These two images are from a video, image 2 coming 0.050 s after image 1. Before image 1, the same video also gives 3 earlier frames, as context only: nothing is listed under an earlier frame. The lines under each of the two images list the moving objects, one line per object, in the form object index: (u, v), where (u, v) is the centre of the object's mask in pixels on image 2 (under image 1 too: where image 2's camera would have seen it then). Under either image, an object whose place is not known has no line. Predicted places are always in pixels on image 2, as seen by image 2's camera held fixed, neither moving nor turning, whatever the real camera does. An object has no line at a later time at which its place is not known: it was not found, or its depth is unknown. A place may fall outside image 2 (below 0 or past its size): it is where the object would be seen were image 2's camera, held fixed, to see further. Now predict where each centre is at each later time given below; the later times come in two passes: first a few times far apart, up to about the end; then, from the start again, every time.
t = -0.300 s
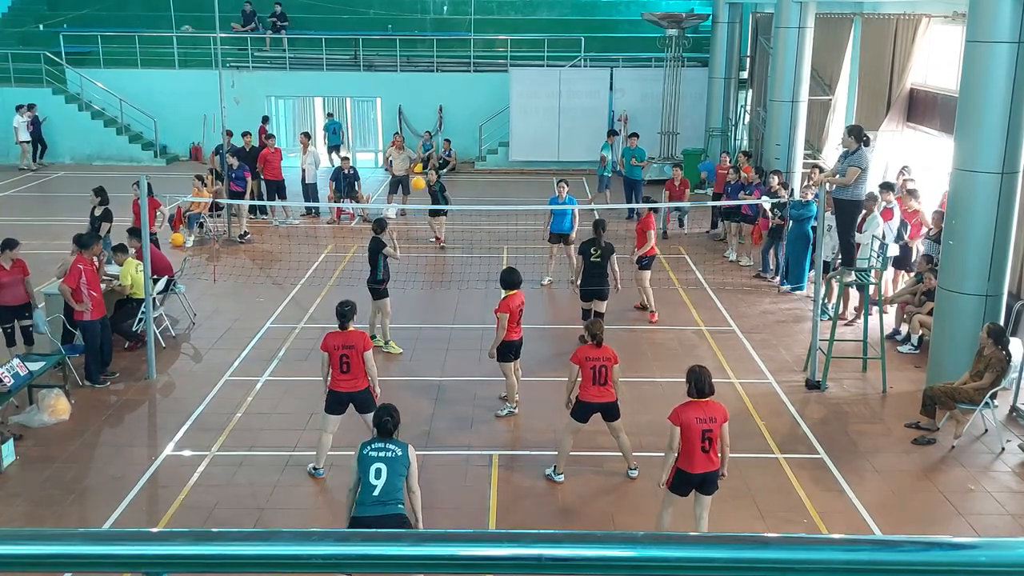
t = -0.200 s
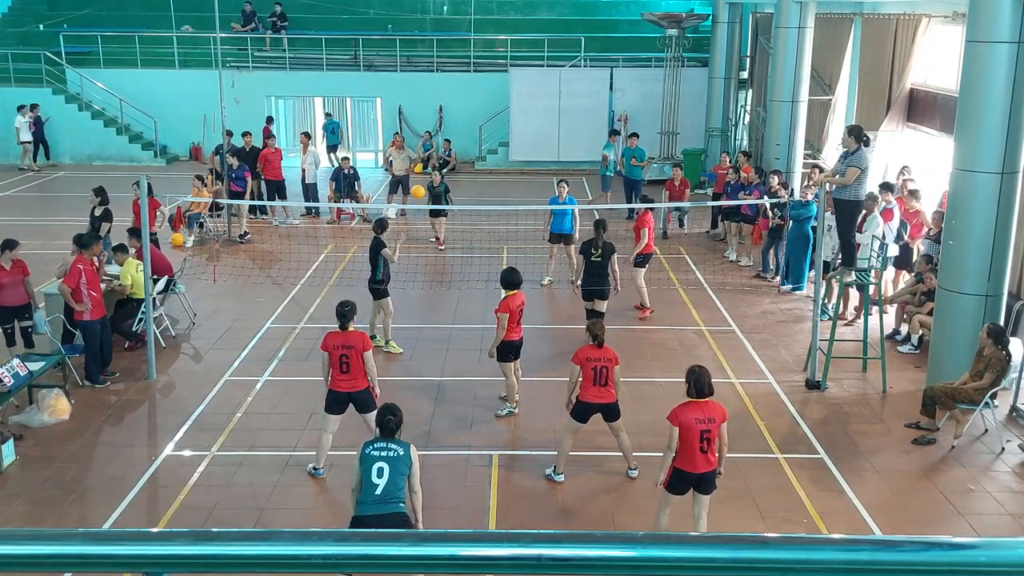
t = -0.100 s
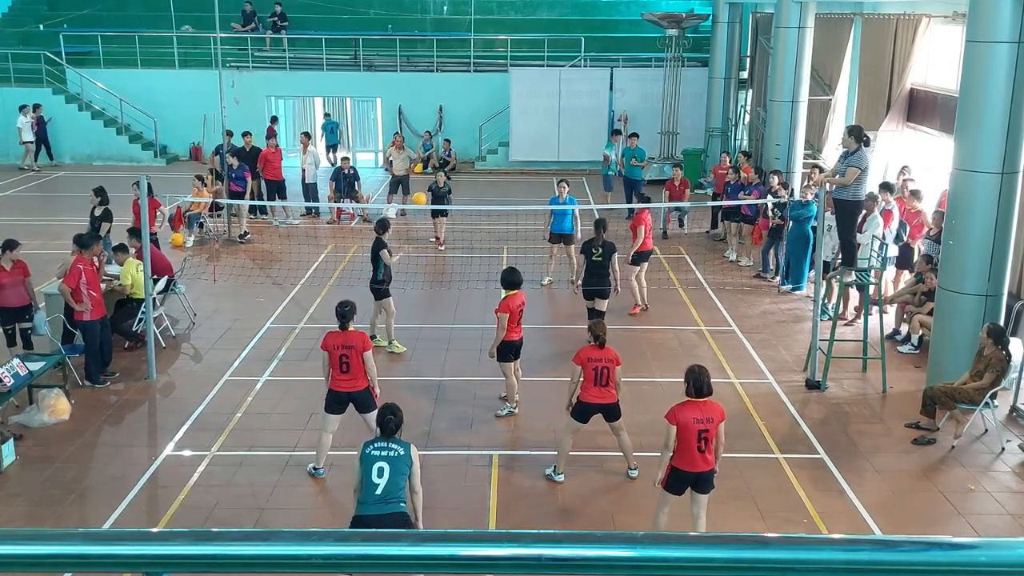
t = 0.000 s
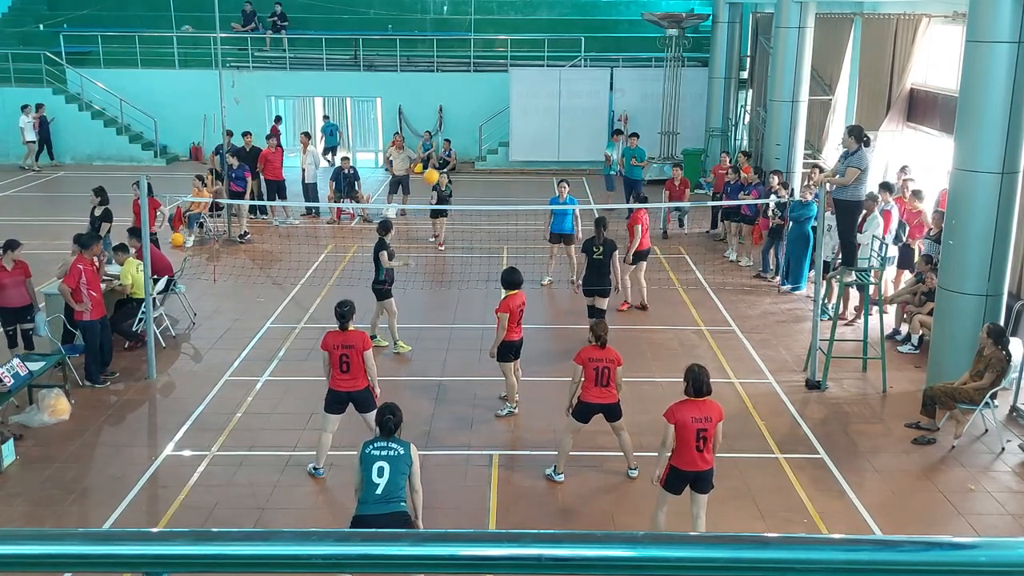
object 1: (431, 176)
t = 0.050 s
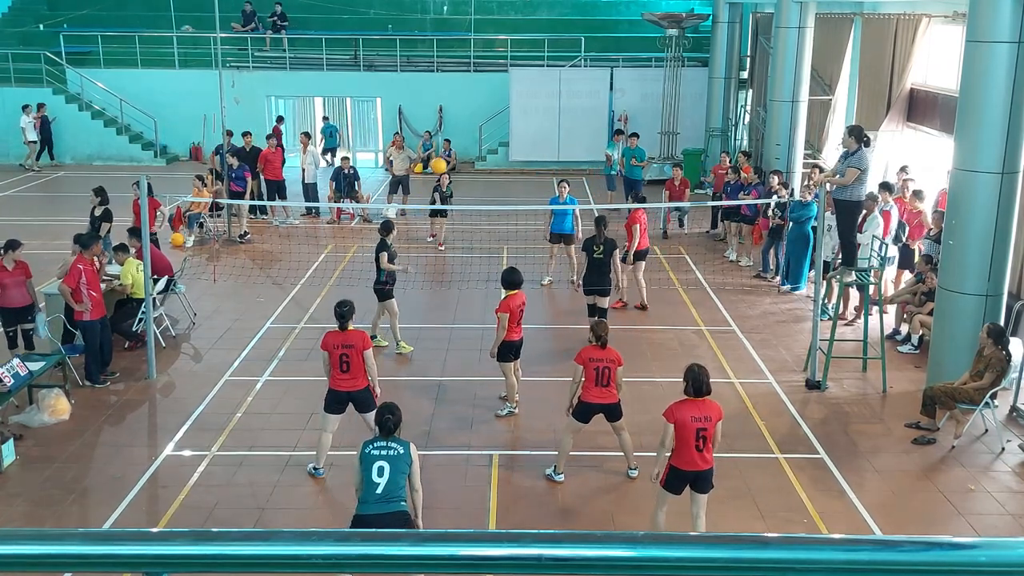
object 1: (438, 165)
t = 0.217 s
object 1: (463, 140)
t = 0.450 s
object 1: (503, 129)
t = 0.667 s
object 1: (549, 164)
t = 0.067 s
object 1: (440, 162)
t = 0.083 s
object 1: (443, 160)
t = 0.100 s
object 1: (445, 156)
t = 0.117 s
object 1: (447, 154)
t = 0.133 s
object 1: (450, 152)
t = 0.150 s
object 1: (453, 149)
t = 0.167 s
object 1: (455, 146)
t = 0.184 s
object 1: (458, 145)
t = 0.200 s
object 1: (460, 142)
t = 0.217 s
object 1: (463, 140)
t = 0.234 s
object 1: (465, 138)
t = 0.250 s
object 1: (468, 137)
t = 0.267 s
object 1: (471, 135)
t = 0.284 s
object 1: (473, 134)
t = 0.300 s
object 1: (476, 132)
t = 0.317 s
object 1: (479, 131)
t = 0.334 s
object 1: (482, 130)
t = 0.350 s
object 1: (485, 129)
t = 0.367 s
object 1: (488, 129)
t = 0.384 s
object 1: (491, 128)
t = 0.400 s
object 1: (494, 128)
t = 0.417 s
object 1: (497, 128)
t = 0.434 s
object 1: (500, 129)
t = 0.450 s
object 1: (503, 129)
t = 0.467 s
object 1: (506, 130)
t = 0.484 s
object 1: (510, 131)
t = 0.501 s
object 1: (513, 133)
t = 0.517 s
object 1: (516, 134)
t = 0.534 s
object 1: (520, 137)
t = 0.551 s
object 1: (523, 139)
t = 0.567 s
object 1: (527, 142)
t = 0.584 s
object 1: (531, 144)
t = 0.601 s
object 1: (534, 148)
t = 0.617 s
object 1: (538, 151)
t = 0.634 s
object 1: (542, 155)
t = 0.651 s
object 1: (546, 160)
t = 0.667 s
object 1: (549, 164)
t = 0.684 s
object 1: (553, 169)
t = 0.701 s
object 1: (556, 174)
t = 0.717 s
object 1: (560, 180)
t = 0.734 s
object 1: (564, 186)
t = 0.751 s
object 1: (569, 193)
